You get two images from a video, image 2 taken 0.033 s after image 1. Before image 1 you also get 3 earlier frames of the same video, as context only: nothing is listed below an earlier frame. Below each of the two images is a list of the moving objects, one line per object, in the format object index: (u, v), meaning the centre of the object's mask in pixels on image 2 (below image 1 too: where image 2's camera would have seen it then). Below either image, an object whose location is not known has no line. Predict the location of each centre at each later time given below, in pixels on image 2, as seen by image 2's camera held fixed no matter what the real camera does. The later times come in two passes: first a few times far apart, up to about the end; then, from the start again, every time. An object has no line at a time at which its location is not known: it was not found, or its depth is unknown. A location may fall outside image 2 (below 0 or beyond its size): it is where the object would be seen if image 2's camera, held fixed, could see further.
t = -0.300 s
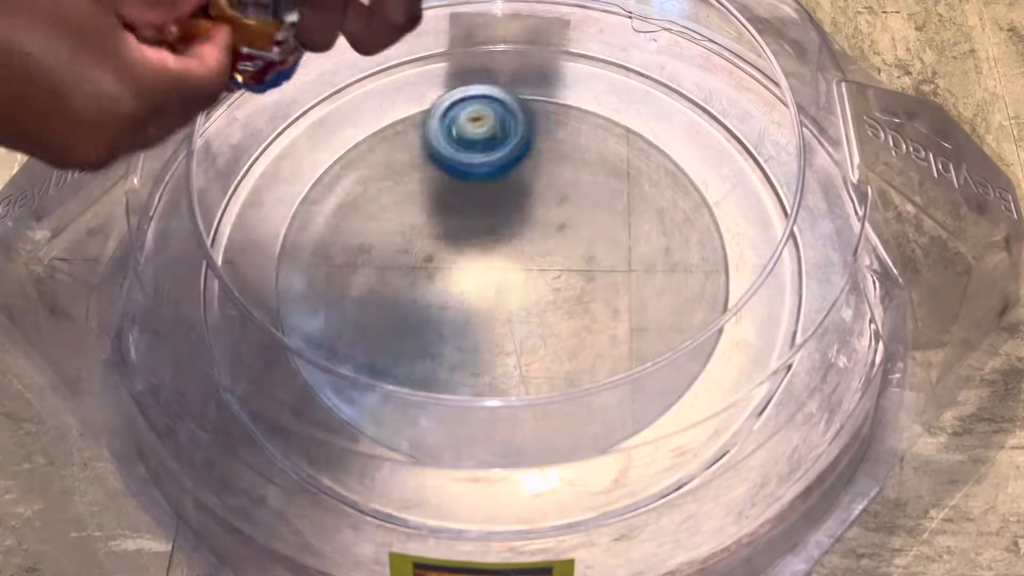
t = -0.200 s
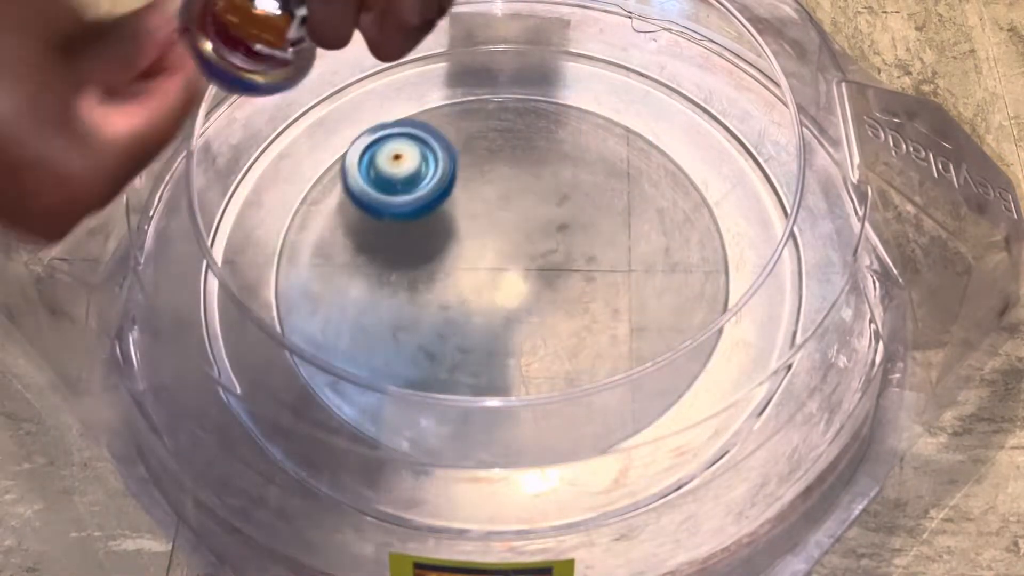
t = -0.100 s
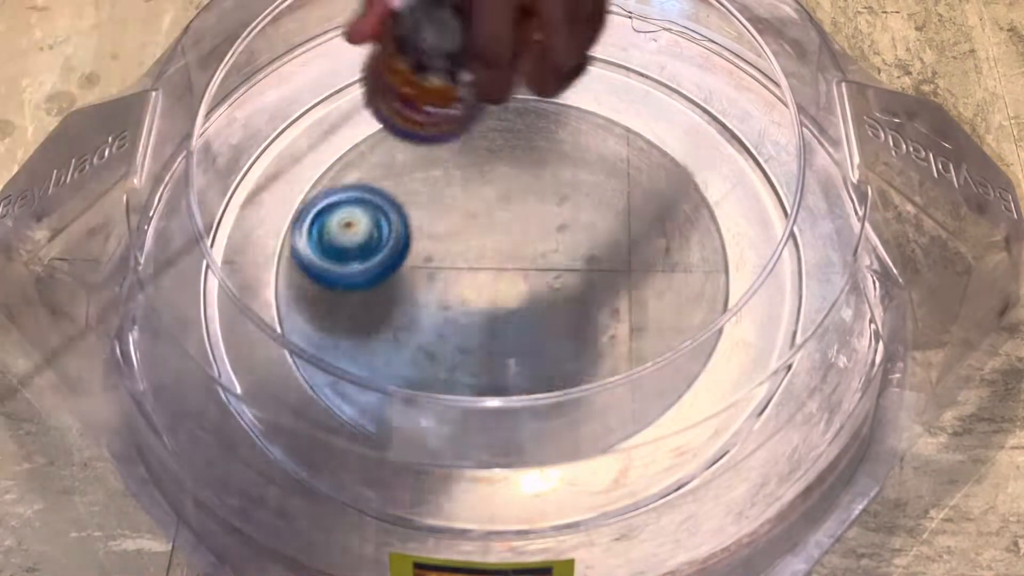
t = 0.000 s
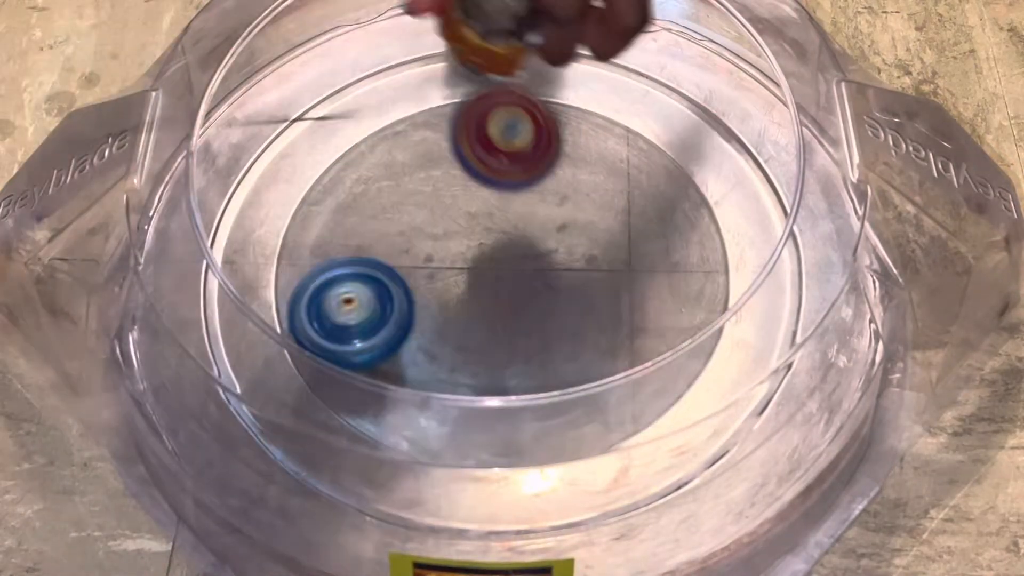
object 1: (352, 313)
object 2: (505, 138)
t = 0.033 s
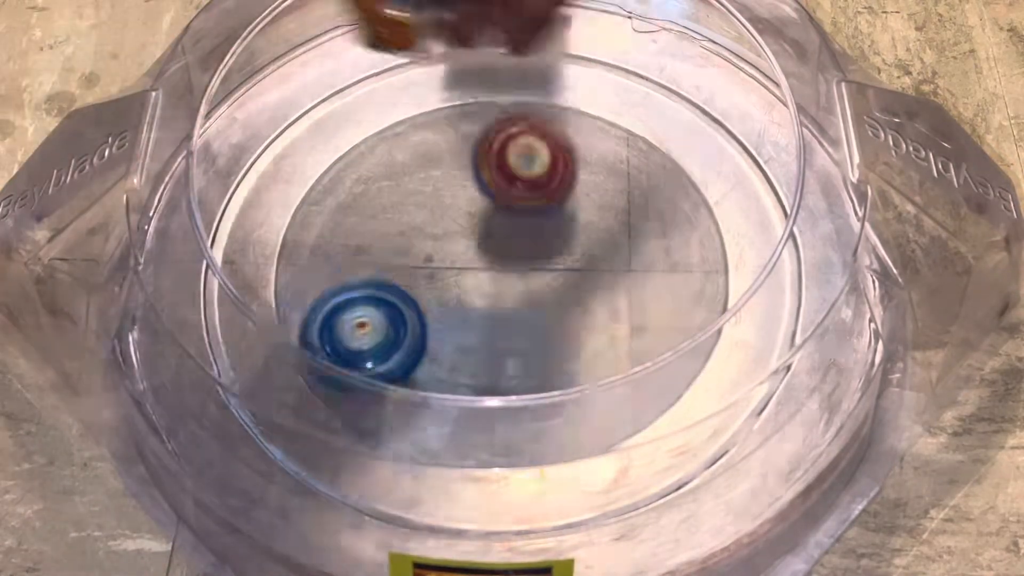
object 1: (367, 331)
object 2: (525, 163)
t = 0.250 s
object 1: (544, 387)
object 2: (591, 146)
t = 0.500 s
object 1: (654, 241)
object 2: (516, 265)
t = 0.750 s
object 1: (526, 160)
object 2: (409, 297)
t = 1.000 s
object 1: (377, 189)
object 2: (568, 290)
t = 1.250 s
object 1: (436, 317)
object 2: (599, 199)
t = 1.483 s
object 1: (600, 310)
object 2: (413, 150)
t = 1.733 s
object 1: (558, 206)
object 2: (245, 207)
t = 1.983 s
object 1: (421, 242)
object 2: (271, 219)
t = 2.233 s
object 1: (496, 347)
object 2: (451, 246)
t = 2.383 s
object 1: (584, 336)
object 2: (563, 236)
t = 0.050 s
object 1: (370, 348)
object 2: (531, 149)
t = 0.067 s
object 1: (381, 355)
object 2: (538, 138)
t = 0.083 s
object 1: (392, 363)
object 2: (544, 130)
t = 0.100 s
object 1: (405, 369)
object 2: (552, 124)
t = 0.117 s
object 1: (417, 380)
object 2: (559, 123)
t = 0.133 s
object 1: (430, 384)
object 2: (565, 125)
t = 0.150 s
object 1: (447, 389)
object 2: (571, 130)
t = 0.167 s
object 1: (463, 392)
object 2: (577, 139)
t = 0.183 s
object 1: (478, 395)
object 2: (583, 151)
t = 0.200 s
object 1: (496, 395)
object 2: (586, 152)
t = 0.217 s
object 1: (512, 393)
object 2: (588, 146)
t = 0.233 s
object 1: (528, 390)
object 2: (590, 144)
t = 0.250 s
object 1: (544, 387)
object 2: (591, 146)
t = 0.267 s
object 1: (559, 381)
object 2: (592, 151)
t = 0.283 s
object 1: (574, 374)
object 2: (593, 160)
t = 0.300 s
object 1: (588, 367)
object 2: (594, 170)
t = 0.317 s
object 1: (599, 359)
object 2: (593, 181)
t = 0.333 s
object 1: (611, 350)
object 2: (590, 183)
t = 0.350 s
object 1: (621, 340)
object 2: (586, 188)
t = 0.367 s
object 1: (626, 325)
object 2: (582, 196)
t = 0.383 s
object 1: (635, 316)
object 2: (578, 208)
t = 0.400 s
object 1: (642, 307)
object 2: (572, 216)
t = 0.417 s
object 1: (648, 299)
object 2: (564, 223)
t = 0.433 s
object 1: (651, 287)
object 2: (556, 231)
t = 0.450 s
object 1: (654, 274)
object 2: (547, 243)
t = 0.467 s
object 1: (654, 263)
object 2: (539, 250)
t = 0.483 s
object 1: (655, 251)
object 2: (528, 259)
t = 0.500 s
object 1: (654, 241)
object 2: (516, 265)
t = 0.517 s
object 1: (653, 231)
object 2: (504, 272)
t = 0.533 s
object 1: (650, 221)
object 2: (491, 280)
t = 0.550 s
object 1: (646, 212)
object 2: (479, 282)
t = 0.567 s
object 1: (640, 203)
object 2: (467, 287)
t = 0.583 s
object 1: (634, 196)
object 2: (455, 294)
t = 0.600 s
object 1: (627, 189)
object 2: (445, 299)
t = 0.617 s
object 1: (618, 181)
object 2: (436, 301)
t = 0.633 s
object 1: (608, 176)
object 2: (427, 304)
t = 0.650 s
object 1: (598, 171)
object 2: (421, 304)
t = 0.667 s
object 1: (588, 166)
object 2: (415, 305)
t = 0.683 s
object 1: (577, 164)
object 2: (411, 304)
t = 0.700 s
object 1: (564, 162)
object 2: (409, 303)
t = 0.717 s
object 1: (551, 160)
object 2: (408, 301)
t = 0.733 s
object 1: (539, 159)
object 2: (408, 300)
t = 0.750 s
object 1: (526, 160)
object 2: (409, 297)
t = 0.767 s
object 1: (512, 161)
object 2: (413, 294)
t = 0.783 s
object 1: (498, 164)
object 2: (418, 292)
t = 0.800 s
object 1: (485, 167)
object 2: (424, 290)
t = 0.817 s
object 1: (473, 170)
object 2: (431, 287)
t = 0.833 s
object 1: (460, 174)
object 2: (441, 283)
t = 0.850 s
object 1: (448, 179)
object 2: (452, 281)
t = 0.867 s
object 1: (438, 179)
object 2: (463, 282)
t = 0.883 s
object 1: (427, 176)
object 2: (477, 289)
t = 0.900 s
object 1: (417, 174)
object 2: (489, 291)
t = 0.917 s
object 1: (408, 175)
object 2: (502, 296)
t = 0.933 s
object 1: (400, 176)
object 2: (516, 296)
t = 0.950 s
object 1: (392, 178)
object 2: (530, 295)
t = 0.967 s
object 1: (386, 181)
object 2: (544, 297)
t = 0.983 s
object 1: (381, 185)
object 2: (556, 293)
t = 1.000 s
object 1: (377, 189)
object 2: (568, 290)
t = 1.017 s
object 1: (373, 195)
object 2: (579, 289)
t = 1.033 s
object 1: (370, 201)
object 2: (588, 283)
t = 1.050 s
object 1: (369, 208)
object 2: (597, 279)
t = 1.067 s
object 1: (368, 215)
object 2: (605, 275)
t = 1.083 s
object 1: (369, 225)
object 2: (611, 267)
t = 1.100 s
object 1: (372, 234)
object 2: (616, 262)
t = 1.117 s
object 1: (374, 243)
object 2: (620, 256)
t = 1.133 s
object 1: (378, 253)
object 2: (622, 248)
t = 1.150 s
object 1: (384, 263)
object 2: (623, 242)
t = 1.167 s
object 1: (389, 272)
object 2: (623, 235)
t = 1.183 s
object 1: (397, 282)
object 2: (621, 226)
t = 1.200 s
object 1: (406, 292)
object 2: (618, 220)
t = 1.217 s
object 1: (414, 301)
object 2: (613, 212)
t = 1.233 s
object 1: (424, 309)
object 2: (607, 206)
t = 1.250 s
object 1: (436, 317)
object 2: (599, 199)
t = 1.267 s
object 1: (447, 323)
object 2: (591, 194)
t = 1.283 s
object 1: (460, 331)
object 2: (581, 186)
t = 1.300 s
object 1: (474, 336)
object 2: (570, 181)
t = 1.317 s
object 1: (487, 339)
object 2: (558, 175)
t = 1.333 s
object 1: (501, 341)
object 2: (546, 170)
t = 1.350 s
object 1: (516, 341)
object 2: (532, 167)
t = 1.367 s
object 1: (528, 341)
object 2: (519, 163)
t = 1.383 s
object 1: (541, 338)
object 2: (504, 160)
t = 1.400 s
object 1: (554, 336)
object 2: (490, 156)
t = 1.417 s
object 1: (564, 333)
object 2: (475, 154)
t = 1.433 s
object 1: (575, 329)
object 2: (460, 151)
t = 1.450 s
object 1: (585, 324)
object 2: (444, 150)
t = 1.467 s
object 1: (592, 318)
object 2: (429, 149)
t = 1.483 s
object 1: (600, 310)
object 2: (413, 150)
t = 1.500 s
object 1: (605, 303)
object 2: (398, 150)
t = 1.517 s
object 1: (609, 295)
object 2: (383, 151)
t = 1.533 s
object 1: (613, 287)
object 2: (368, 152)
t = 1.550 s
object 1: (614, 279)
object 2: (354, 155)
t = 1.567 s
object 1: (615, 271)
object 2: (339, 158)
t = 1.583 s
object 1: (614, 262)
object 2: (325, 161)
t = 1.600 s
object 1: (611, 255)
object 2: (312, 166)
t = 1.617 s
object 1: (609, 247)
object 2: (301, 173)
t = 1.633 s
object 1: (603, 238)
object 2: (291, 179)
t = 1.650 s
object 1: (598, 232)
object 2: (280, 185)
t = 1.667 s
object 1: (592, 225)
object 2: (271, 191)
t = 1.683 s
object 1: (584, 220)
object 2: (263, 196)
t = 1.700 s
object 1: (577, 214)
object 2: (256, 201)
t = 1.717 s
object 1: (567, 210)
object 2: (249, 204)
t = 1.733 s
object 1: (558, 206)
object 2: (245, 207)
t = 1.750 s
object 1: (549, 203)
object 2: (242, 210)
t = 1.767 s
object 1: (537, 201)
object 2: (239, 211)
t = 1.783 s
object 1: (528, 199)
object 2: (227, 213)
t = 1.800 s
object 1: (516, 198)
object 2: (223, 214)
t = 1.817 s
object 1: (506, 199)
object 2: (223, 215)
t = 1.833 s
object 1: (495, 199)
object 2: (225, 220)
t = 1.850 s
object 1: (484, 202)
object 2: (240, 222)
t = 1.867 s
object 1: (474, 203)
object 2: (242, 223)
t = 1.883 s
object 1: (464, 206)
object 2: (244, 224)
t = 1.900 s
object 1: (455, 211)
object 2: (241, 226)
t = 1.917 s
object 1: (446, 216)
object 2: (250, 227)
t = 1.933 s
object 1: (438, 222)
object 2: (254, 227)
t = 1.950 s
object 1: (432, 228)
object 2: (258, 226)
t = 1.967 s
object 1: (425, 235)
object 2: (263, 223)
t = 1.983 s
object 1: (421, 242)
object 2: (271, 219)
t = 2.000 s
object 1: (416, 250)
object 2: (278, 215)
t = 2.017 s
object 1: (415, 258)
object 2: (286, 212)
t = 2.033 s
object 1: (412, 267)
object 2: (296, 209)
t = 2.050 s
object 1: (413, 276)
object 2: (307, 209)
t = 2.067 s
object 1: (413, 284)
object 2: (320, 209)
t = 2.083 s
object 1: (416, 293)
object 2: (332, 211)
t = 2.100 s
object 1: (421, 302)
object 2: (345, 212)
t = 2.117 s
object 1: (427, 311)
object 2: (358, 213)
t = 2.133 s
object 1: (435, 319)
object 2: (370, 215)
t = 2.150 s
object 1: (443, 328)
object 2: (384, 220)
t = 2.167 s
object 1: (454, 333)
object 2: (397, 223)
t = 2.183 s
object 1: (462, 338)
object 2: (411, 229)
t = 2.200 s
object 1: (473, 343)
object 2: (425, 235)
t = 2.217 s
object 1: (484, 345)
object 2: (438, 240)
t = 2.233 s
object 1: (496, 347)
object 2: (451, 246)
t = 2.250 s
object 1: (506, 348)
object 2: (466, 249)
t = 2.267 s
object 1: (518, 348)
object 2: (480, 253)
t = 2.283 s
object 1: (528, 347)
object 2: (493, 254)
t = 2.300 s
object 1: (539, 346)
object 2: (507, 254)
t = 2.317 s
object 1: (549, 345)
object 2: (520, 253)
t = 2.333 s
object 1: (558, 343)
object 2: (532, 250)
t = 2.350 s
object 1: (568, 341)
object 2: (545, 247)
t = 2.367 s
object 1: (575, 339)
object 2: (555, 241)
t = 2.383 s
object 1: (584, 336)
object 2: (563, 236)
